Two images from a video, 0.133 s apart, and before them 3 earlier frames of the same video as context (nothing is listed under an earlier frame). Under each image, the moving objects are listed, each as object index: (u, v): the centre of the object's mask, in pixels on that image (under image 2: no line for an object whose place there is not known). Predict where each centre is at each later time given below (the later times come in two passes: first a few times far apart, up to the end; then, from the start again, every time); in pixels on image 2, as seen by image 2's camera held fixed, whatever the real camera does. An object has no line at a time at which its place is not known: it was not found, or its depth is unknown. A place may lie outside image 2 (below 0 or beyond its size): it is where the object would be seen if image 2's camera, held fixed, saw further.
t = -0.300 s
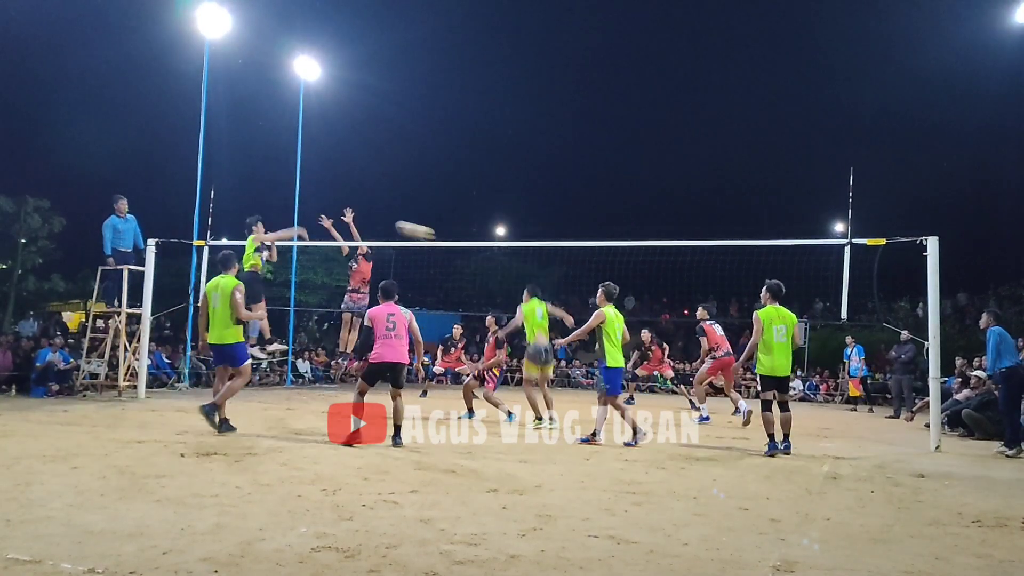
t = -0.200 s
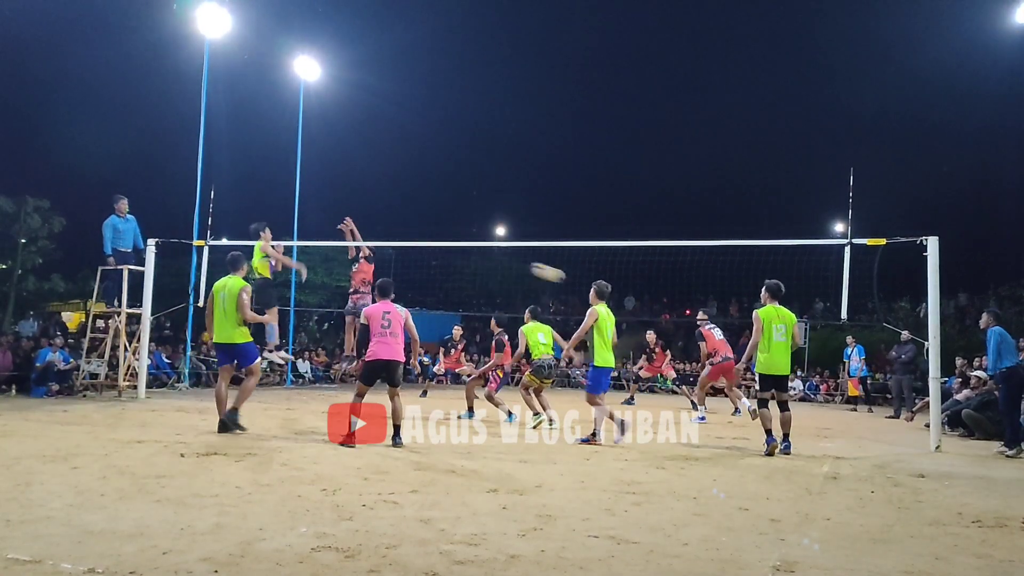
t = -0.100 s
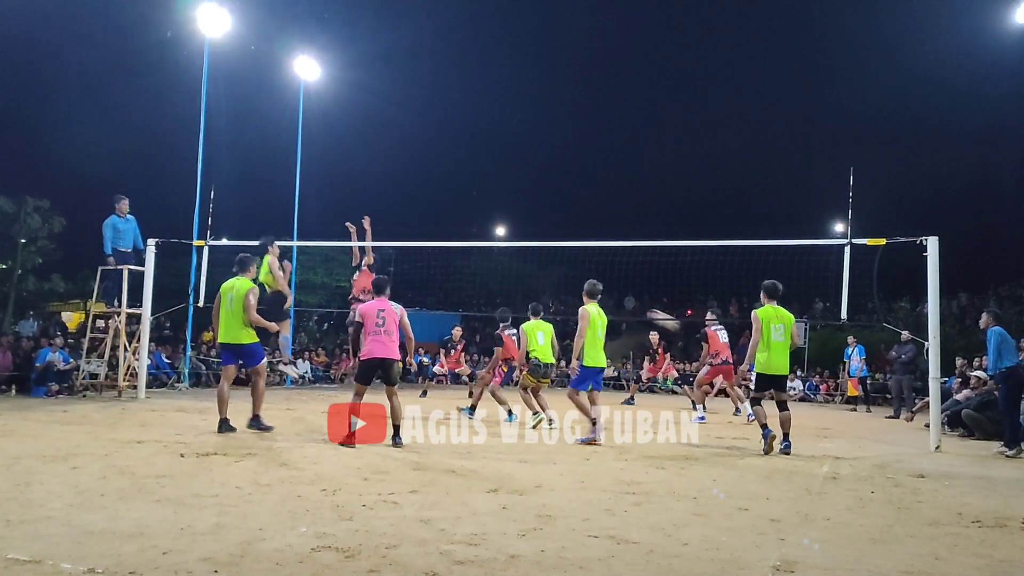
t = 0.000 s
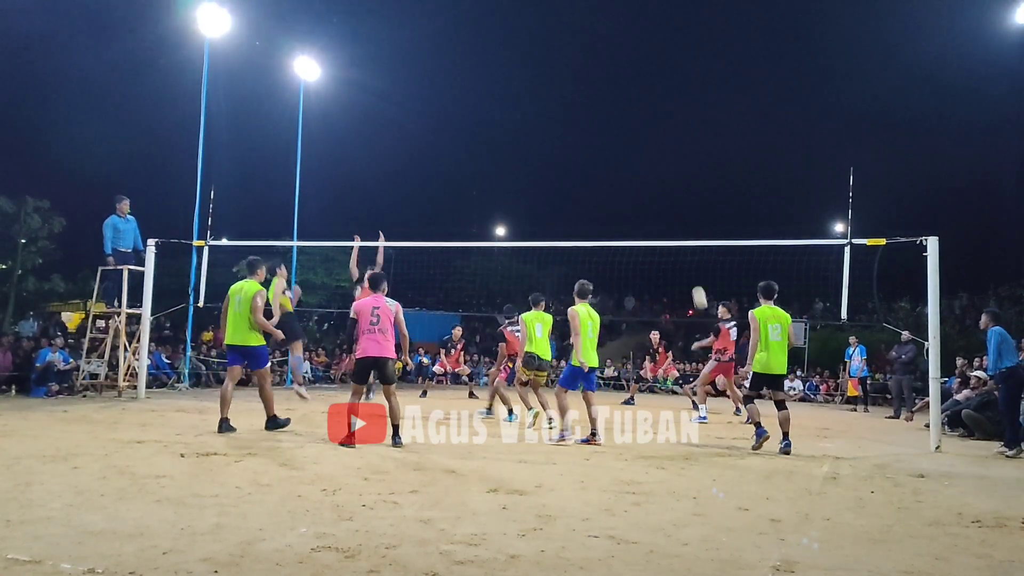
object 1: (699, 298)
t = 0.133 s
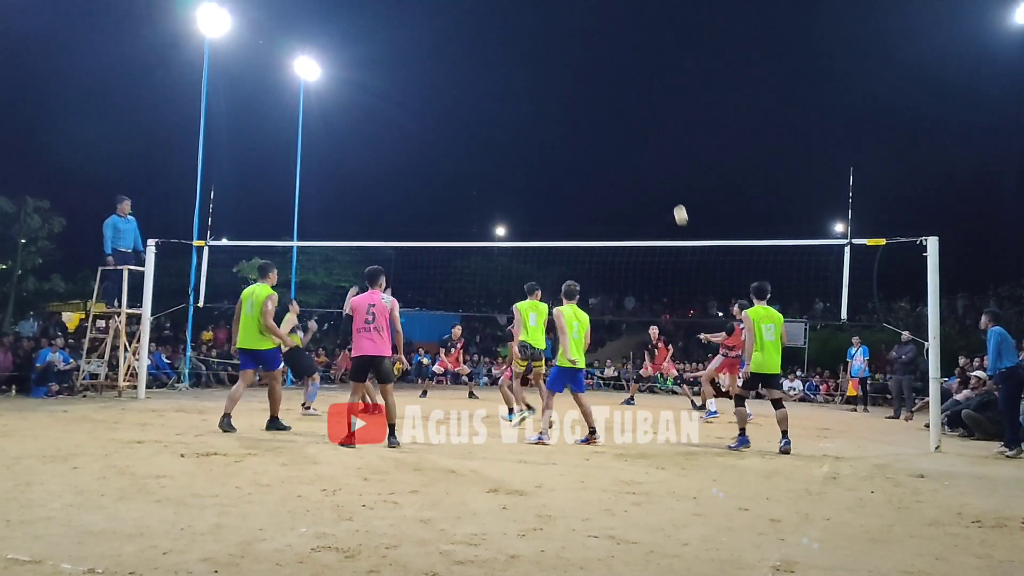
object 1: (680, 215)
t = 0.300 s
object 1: (663, 142)
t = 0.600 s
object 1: (642, 74)
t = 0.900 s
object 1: (627, 64)
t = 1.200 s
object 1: (616, 93)
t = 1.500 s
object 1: (607, 151)
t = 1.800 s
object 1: (599, 231)
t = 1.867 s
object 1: (597, 252)
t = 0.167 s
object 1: (677, 198)
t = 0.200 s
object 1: (673, 182)
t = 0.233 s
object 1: (669, 168)
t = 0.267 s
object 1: (666, 154)
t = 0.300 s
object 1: (663, 142)
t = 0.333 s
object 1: (660, 131)
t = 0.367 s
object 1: (657, 121)
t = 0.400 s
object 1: (655, 111)
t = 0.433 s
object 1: (652, 103)
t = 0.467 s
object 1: (650, 96)
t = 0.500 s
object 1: (648, 89)
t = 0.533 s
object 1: (645, 84)
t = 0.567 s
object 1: (644, 79)
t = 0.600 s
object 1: (642, 74)
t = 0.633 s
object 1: (640, 71)
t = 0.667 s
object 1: (638, 68)
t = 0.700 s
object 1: (636, 66)
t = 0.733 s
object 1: (634, 64)
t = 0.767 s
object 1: (633, 63)
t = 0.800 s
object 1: (631, 62)
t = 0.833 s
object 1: (630, 62)
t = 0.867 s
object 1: (628, 63)
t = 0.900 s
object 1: (627, 64)
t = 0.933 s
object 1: (626, 65)
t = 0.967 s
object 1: (624, 67)
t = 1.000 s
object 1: (623, 70)
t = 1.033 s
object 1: (622, 72)
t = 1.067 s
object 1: (621, 76)
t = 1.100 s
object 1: (619, 79)
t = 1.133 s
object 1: (618, 83)
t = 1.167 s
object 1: (617, 88)
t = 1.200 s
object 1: (616, 93)
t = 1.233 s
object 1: (615, 98)
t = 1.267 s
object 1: (614, 103)
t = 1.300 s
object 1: (613, 109)
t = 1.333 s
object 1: (612, 115)
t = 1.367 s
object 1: (611, 122)
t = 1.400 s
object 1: (610, 129)
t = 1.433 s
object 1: (609, 136)
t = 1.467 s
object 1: (608, 143)
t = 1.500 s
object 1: (607, 151)
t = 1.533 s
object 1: (606, 158)
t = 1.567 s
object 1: (605, 167)
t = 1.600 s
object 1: (604, 175)
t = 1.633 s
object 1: (603, 184)
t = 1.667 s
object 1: (602, 193)
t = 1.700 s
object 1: (601, 202)
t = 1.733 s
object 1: (600, 211)
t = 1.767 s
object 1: (599, 221)
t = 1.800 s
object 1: (599, 231)
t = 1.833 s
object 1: (598, 239)
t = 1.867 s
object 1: (597, 252)
